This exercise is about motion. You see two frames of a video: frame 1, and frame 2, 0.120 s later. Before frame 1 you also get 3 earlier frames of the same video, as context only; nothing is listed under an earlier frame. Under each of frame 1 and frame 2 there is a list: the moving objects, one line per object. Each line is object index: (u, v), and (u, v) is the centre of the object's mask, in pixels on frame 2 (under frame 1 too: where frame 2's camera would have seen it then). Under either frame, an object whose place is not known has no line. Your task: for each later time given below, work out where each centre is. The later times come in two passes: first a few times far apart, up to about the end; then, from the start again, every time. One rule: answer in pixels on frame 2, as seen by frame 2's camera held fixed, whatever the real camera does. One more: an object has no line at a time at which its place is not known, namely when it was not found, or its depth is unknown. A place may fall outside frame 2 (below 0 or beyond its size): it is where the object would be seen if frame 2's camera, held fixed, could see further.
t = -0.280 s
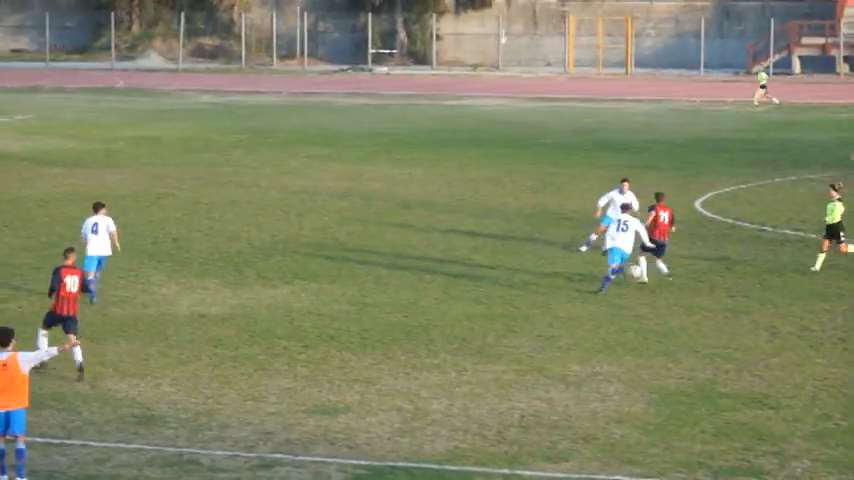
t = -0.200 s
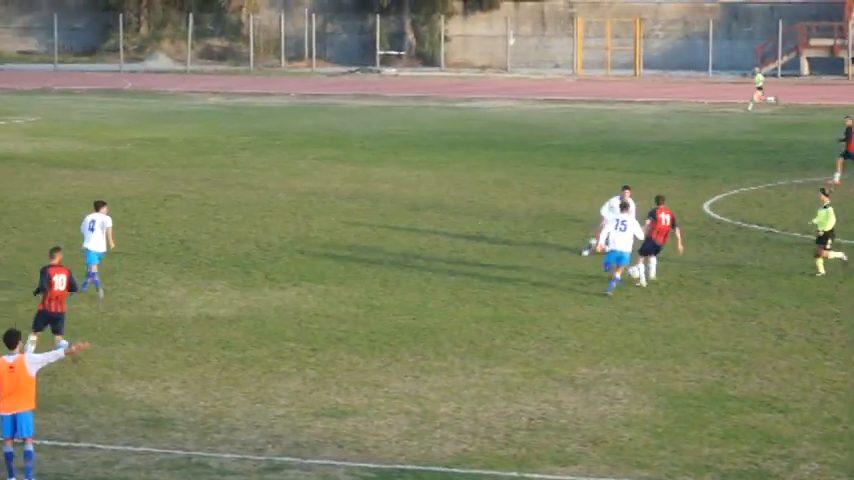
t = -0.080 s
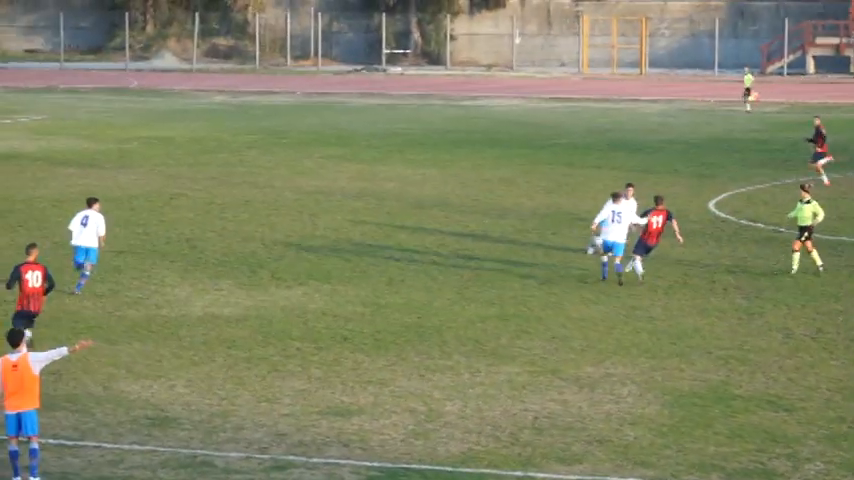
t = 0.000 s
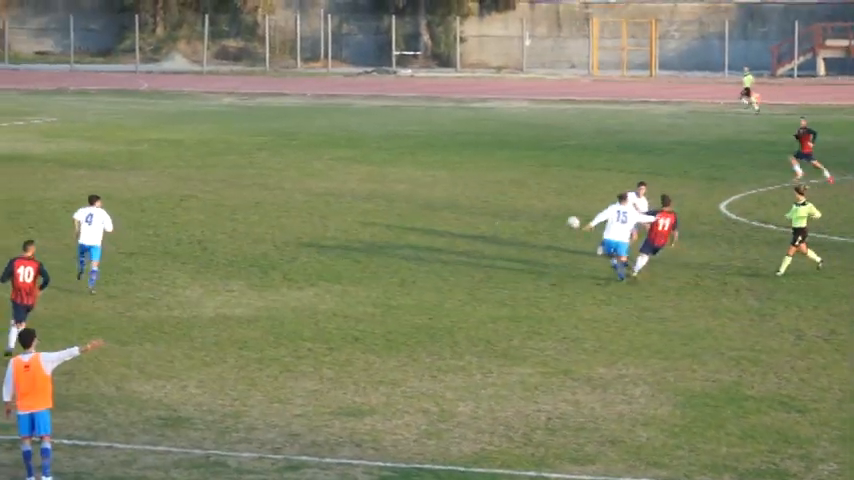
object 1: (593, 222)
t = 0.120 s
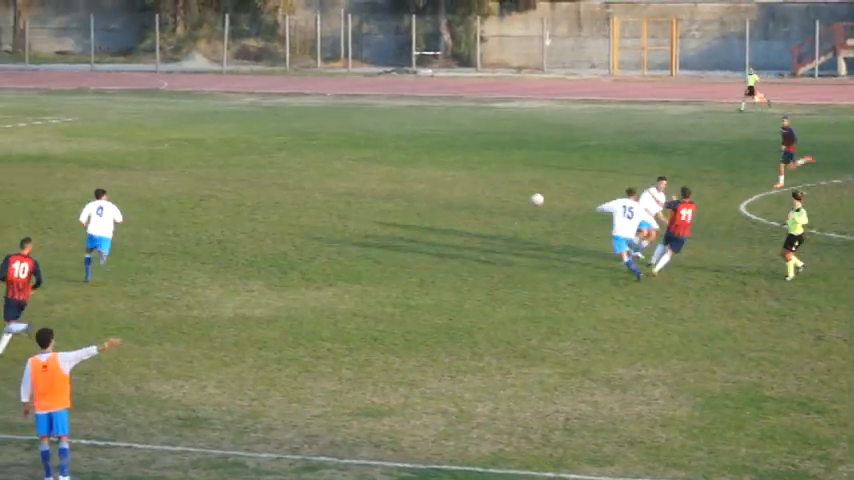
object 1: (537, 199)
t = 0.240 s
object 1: (485, 185)
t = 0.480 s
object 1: (388, 184)
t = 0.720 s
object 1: (301, 210)
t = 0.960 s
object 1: (249, 170)
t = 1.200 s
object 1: (198, 159)
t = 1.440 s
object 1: (149, 177)
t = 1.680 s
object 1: (107, 171)
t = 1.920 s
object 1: (67, 161)
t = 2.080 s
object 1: (42, 168)
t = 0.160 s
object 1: (519, 193)
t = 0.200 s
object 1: (502, 189)
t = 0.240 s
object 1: (485, 185)
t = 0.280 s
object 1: (468, 183)
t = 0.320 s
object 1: (451, 181)
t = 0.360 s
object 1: (435, 181)
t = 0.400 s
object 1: (420, 181)
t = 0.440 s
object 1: (404, 182)
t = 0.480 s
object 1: (388, 184)
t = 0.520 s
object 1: (373, 187)
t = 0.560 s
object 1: (358, 191)
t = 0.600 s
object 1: (344, 195)
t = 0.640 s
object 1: (328, 200)
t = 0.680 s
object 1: (314, 206)
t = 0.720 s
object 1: (301, 210)
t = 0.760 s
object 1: (293, 201)
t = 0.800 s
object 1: (284, 193)
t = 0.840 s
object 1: (274, 186)
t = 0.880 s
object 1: (266, 180)
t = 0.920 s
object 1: (257, 174)
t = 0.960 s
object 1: (249, 170)
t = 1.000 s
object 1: (240, 165)
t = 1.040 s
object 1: (232, 163)
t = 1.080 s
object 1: (223, 161)
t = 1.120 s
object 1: (215, 160)
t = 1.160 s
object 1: (206, 159)
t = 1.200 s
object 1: (198, 159)
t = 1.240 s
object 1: (190, 160)
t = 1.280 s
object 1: (182, 163)
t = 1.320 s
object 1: (174, 165)
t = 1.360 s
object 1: (165, 168)
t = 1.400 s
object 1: (158, 172)
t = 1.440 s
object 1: (149, 177)
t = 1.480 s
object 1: (141, 182)
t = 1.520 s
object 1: (134, 188)
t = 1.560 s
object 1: (126, 186)
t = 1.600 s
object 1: (120, 181)
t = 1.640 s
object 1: (113, 175)
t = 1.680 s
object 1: (107, 171)
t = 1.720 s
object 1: (100, 168)
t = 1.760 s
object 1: (93, 165)
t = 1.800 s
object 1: (87, 163)
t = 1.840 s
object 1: (80, 161)
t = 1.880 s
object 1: (73, 161)
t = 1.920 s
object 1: (67, 161)
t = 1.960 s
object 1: (61, 161)
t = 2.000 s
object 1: (54, 163)
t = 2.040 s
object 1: (48, 165)
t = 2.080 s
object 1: (42, 168)
